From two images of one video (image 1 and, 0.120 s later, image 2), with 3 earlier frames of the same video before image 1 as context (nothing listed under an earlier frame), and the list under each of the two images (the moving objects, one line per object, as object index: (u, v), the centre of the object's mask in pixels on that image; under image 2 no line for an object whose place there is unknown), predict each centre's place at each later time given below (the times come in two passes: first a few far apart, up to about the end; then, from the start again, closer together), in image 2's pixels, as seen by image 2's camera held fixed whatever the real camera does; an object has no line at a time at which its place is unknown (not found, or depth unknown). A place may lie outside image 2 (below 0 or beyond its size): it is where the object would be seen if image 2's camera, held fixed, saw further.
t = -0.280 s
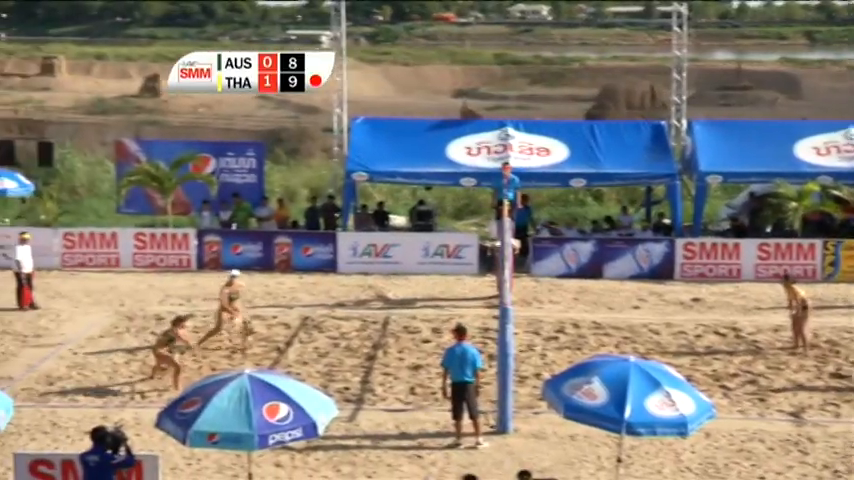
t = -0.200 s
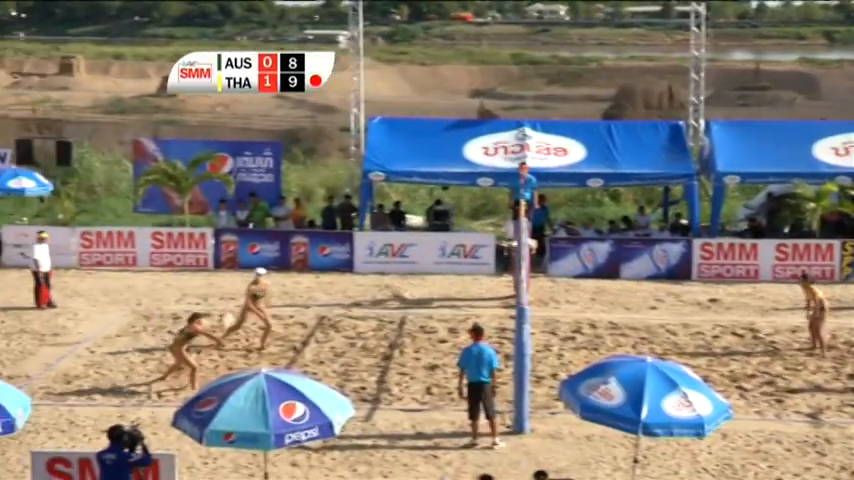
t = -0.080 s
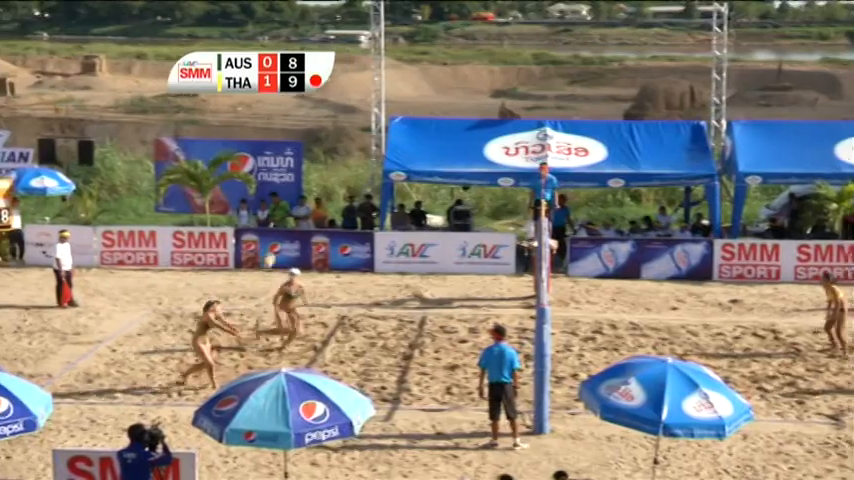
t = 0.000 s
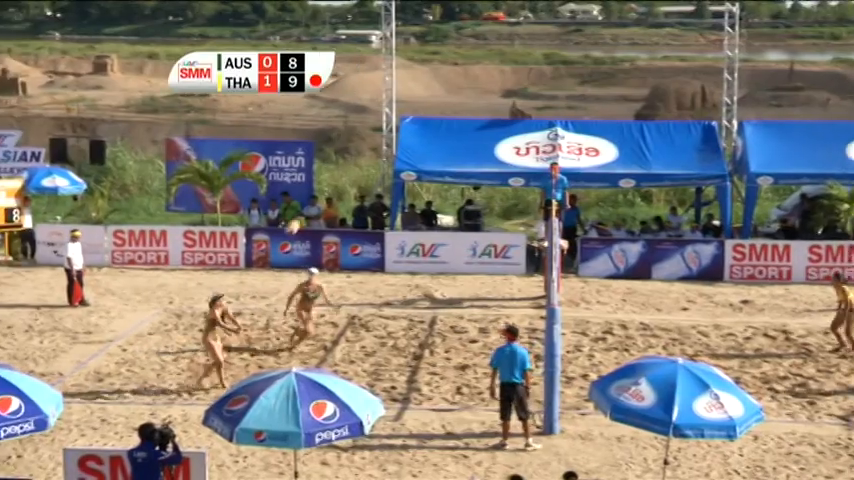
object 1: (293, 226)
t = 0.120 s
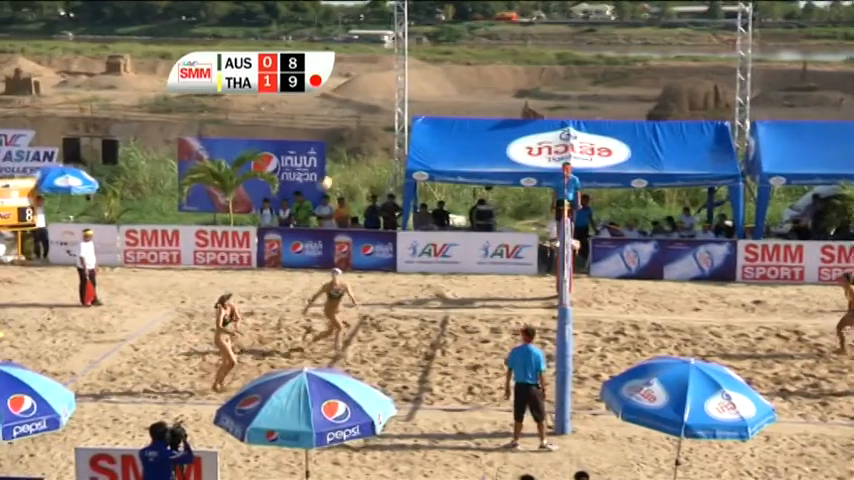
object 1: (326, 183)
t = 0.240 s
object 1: (346, 147)
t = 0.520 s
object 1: (388, 103)
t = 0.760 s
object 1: (421, 101)
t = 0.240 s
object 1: (346, 147)
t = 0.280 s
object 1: (353, 139)
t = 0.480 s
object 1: (381, 107)
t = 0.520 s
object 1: (388, 103)
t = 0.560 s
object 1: (394, 100)
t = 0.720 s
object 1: (416, 100)
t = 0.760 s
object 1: (421, 101)
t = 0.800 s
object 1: (427, 103)
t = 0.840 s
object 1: (433, 108)
